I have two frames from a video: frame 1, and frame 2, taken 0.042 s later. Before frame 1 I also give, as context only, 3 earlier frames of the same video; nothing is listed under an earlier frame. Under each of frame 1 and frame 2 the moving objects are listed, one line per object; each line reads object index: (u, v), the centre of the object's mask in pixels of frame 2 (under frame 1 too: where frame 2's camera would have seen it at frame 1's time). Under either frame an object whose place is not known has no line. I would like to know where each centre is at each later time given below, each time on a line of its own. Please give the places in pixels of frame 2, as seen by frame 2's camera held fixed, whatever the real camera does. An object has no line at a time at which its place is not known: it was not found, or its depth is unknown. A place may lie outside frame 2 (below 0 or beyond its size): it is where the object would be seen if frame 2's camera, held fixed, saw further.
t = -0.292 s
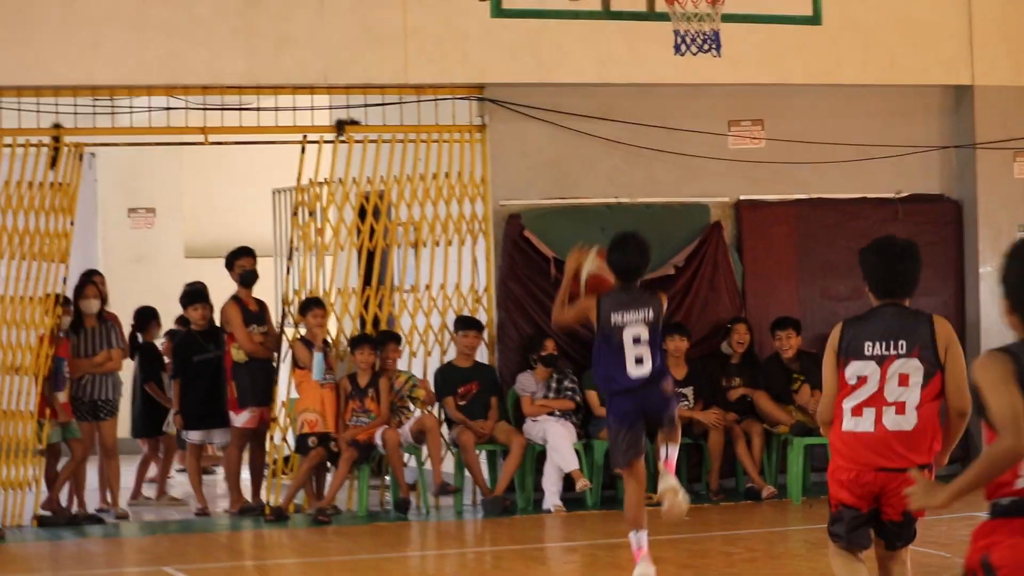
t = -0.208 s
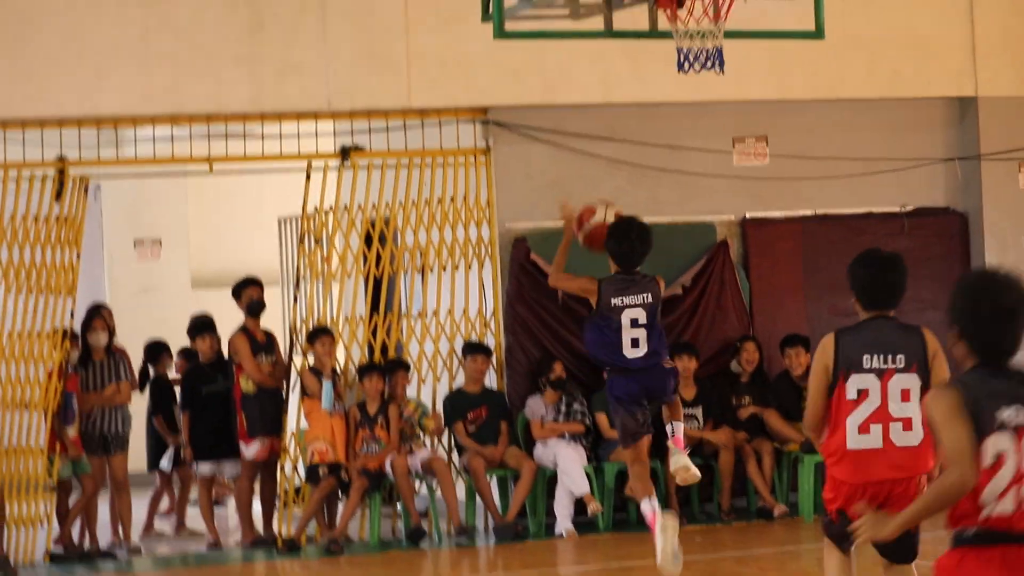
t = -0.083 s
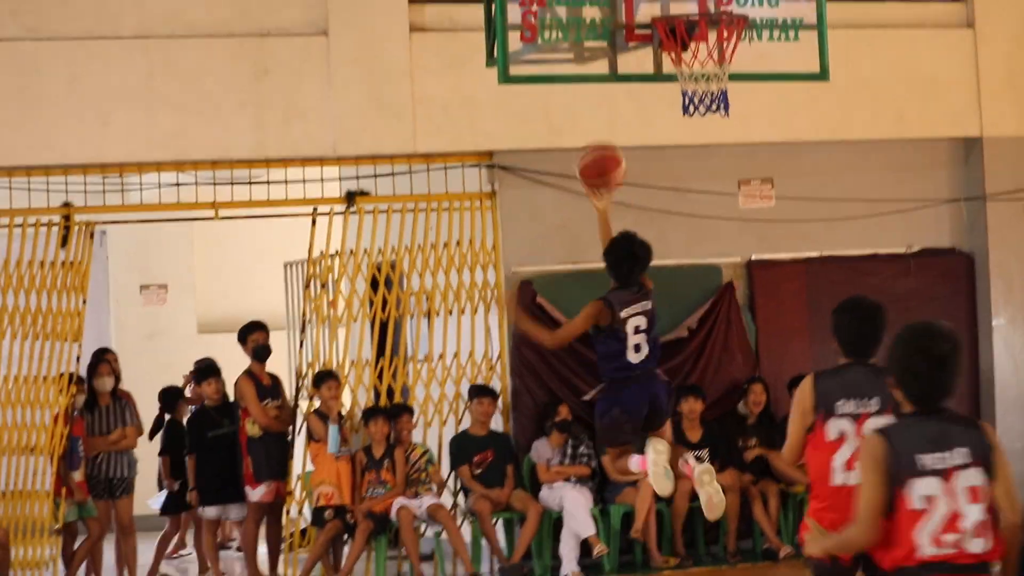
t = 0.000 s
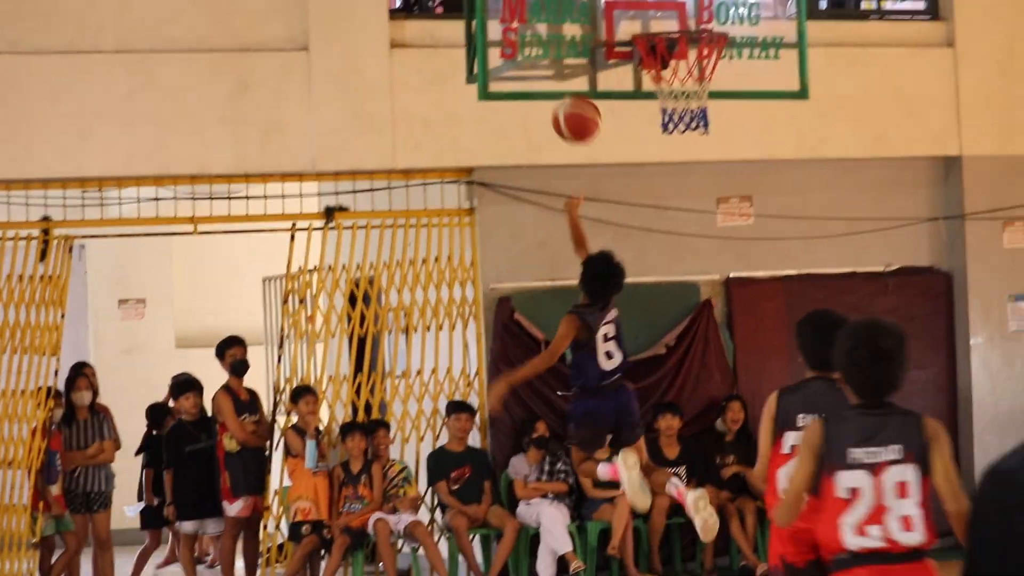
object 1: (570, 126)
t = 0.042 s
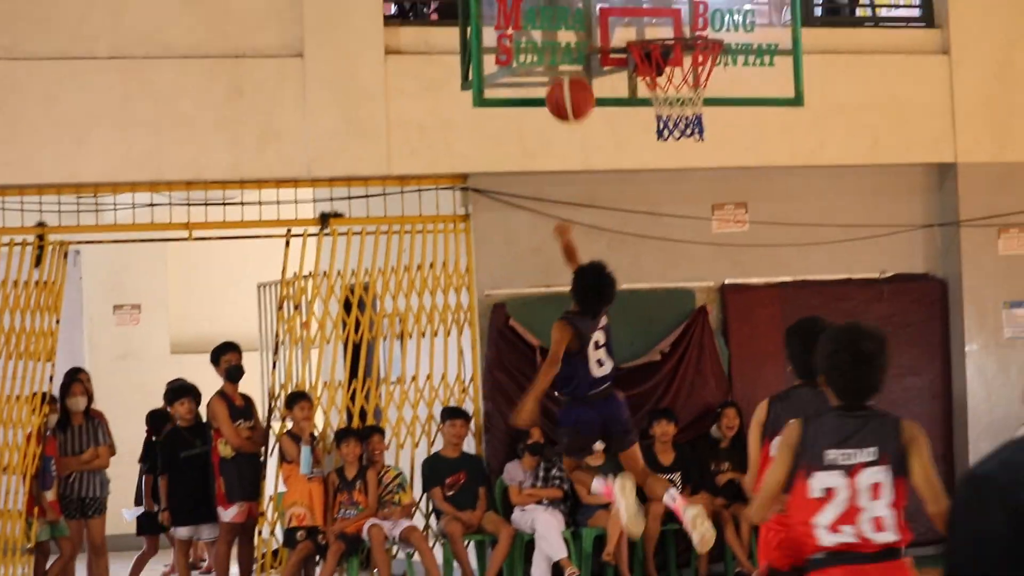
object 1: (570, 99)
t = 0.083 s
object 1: (570, 74)
